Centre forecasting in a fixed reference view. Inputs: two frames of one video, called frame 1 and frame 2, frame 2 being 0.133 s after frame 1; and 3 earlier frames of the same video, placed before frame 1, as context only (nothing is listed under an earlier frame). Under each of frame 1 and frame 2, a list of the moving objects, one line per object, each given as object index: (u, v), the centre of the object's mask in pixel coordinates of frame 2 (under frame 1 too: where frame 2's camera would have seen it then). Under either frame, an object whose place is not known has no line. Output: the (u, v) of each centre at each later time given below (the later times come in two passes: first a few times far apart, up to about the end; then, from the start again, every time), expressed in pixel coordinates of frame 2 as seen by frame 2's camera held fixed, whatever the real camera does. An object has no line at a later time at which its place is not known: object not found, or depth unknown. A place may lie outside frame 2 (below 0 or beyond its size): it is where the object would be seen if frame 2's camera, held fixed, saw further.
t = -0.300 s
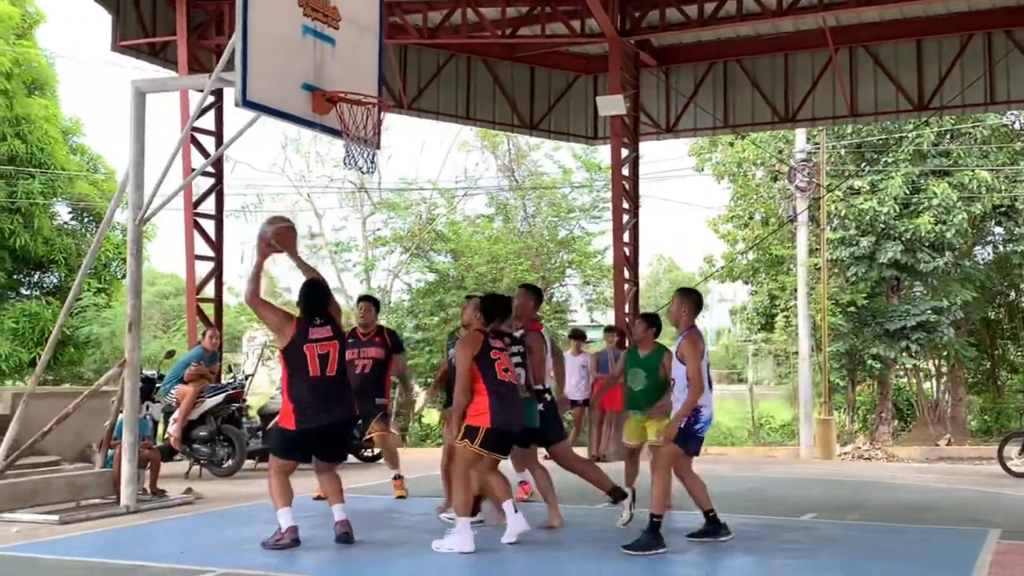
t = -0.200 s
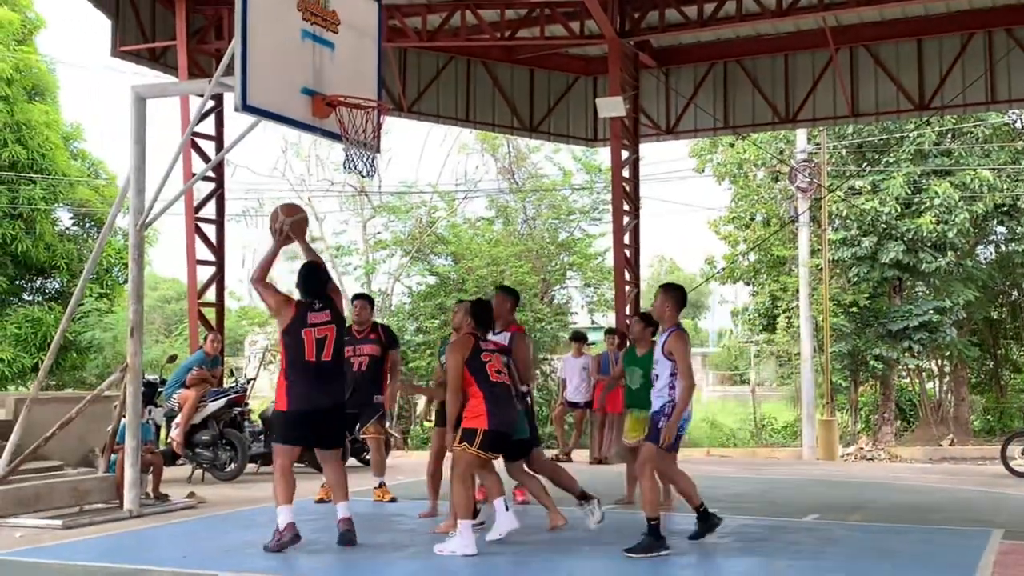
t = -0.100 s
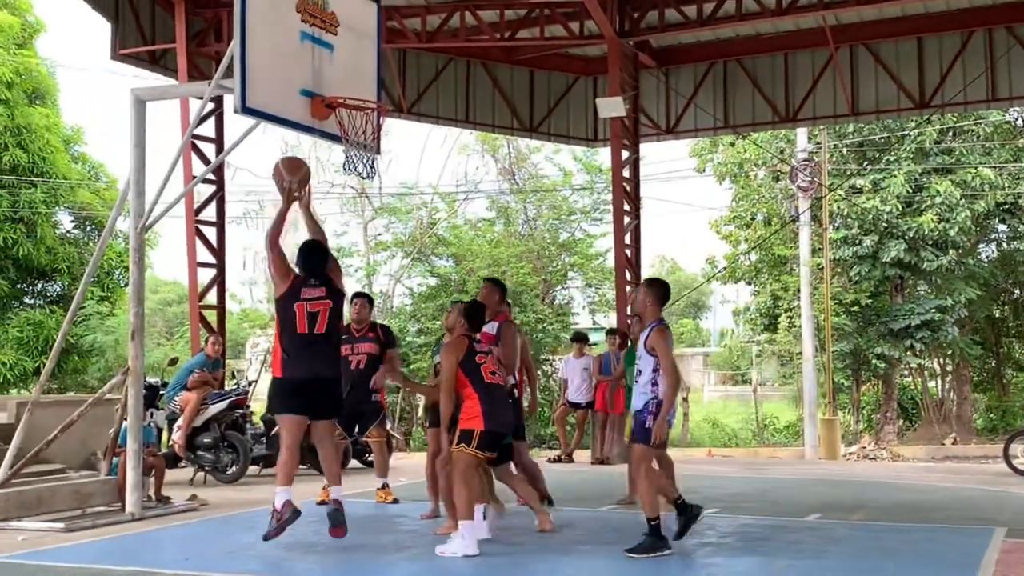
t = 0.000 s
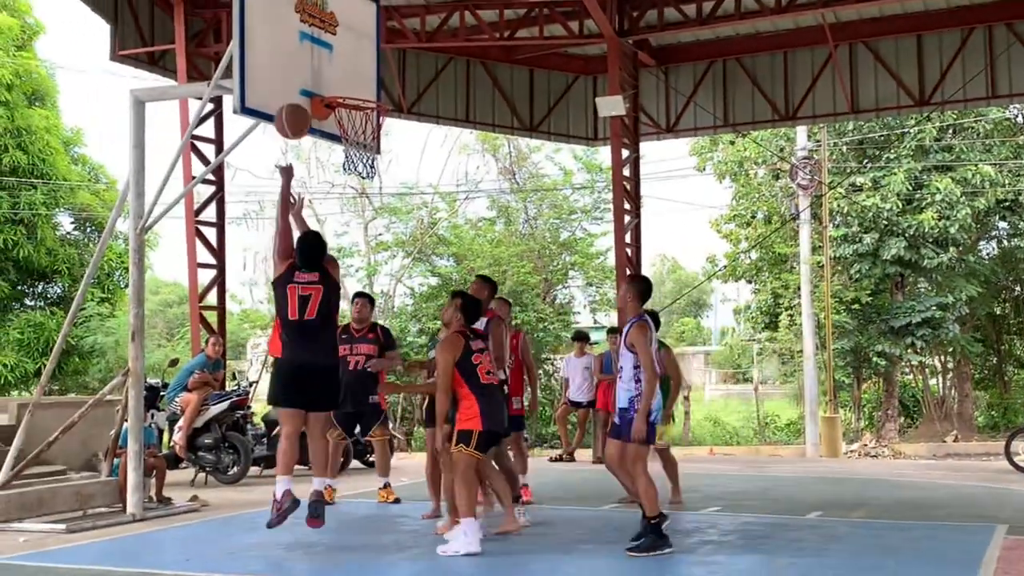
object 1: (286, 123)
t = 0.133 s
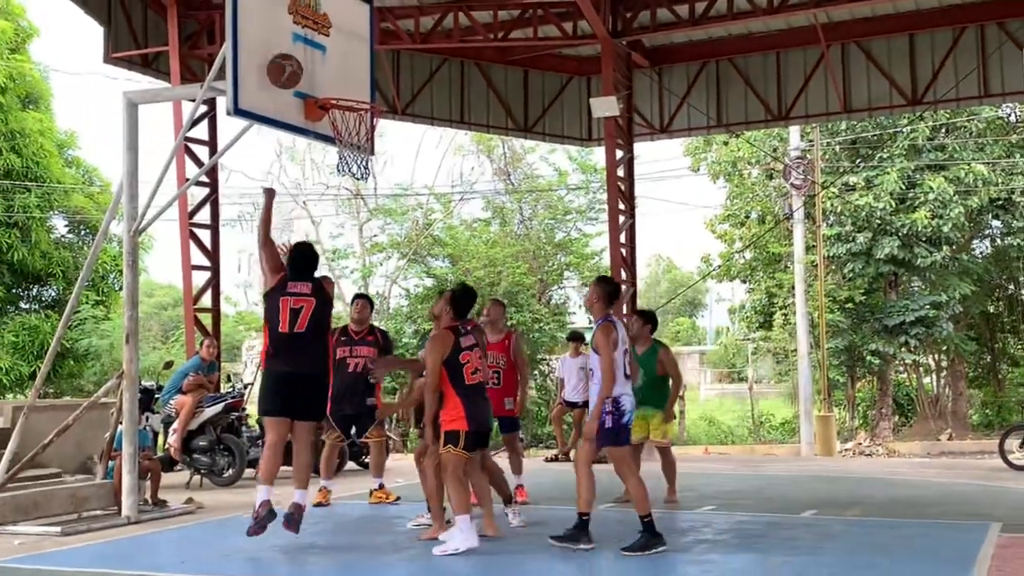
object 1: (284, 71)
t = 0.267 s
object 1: (313, 65)
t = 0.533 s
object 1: (357, 101)
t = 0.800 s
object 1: (347, 168)
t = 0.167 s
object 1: (290, 67)
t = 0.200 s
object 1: (297, 65)
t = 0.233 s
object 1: (305, 64)
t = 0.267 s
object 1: (313, 65)
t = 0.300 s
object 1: (320, 68)
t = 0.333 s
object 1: (326, 72)
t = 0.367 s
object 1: (334, 77)
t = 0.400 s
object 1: (341, 83)
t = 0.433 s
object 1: (345, 85)
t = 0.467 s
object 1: (349, 88)
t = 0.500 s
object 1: (354, 91)
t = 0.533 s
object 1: (357, 101)
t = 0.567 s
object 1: (360, 109)
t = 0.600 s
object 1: (364, 117)
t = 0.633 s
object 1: (364, 122)
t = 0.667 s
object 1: (361, 129)
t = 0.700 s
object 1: (359, 135)
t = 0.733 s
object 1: (358, 142)
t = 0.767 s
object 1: (354, 155)
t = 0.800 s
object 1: (347, 168)
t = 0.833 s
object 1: (350, 175)
